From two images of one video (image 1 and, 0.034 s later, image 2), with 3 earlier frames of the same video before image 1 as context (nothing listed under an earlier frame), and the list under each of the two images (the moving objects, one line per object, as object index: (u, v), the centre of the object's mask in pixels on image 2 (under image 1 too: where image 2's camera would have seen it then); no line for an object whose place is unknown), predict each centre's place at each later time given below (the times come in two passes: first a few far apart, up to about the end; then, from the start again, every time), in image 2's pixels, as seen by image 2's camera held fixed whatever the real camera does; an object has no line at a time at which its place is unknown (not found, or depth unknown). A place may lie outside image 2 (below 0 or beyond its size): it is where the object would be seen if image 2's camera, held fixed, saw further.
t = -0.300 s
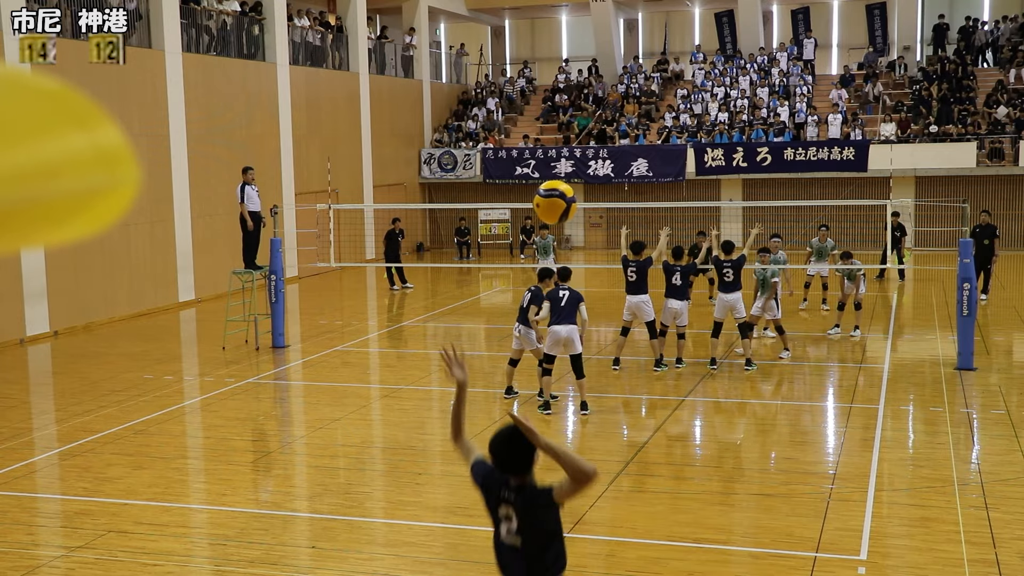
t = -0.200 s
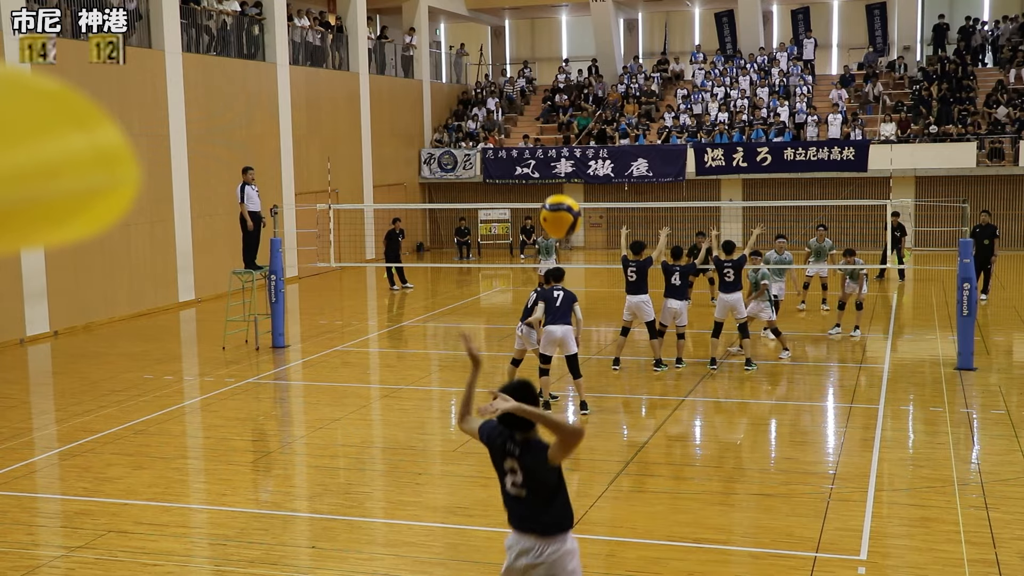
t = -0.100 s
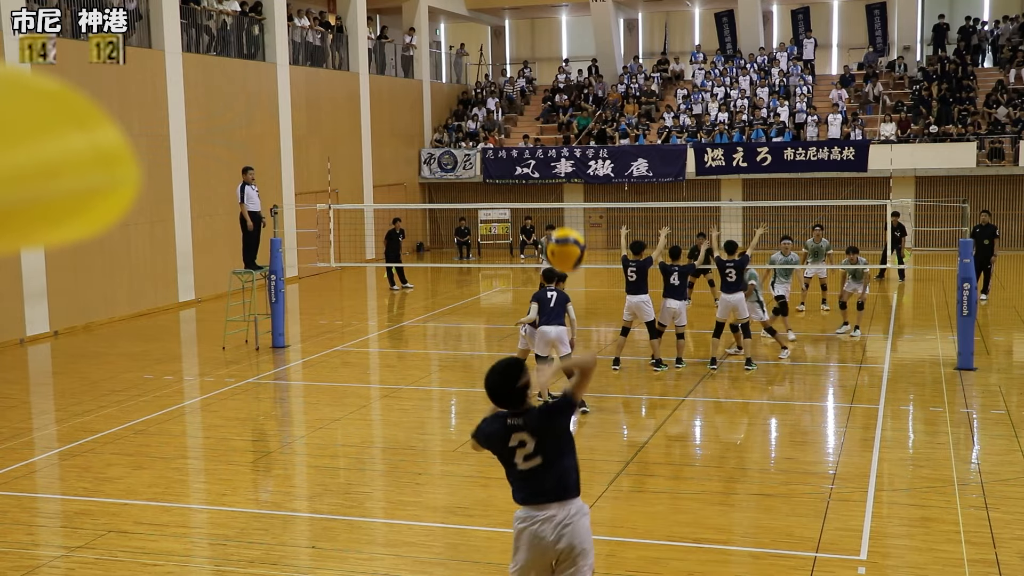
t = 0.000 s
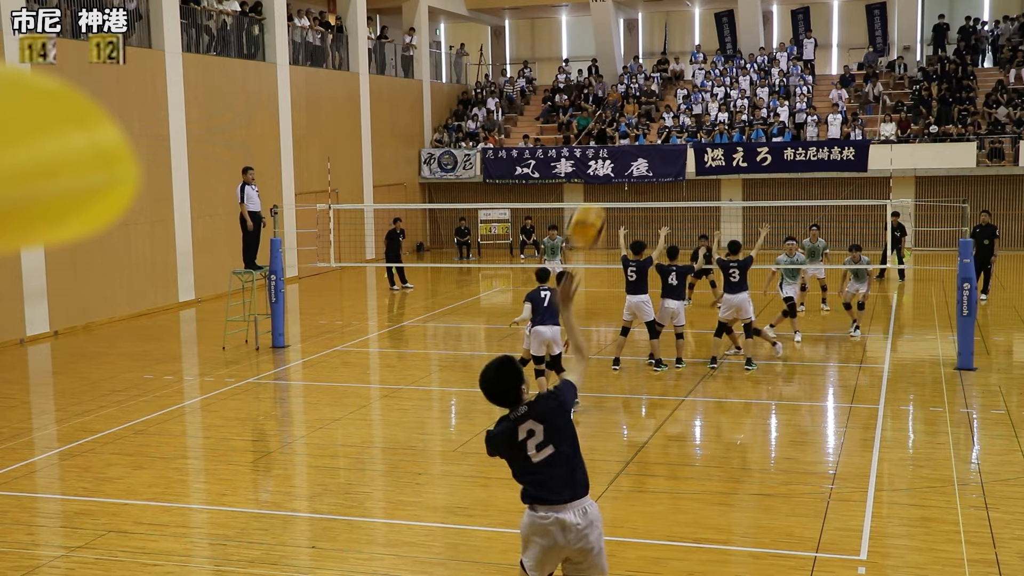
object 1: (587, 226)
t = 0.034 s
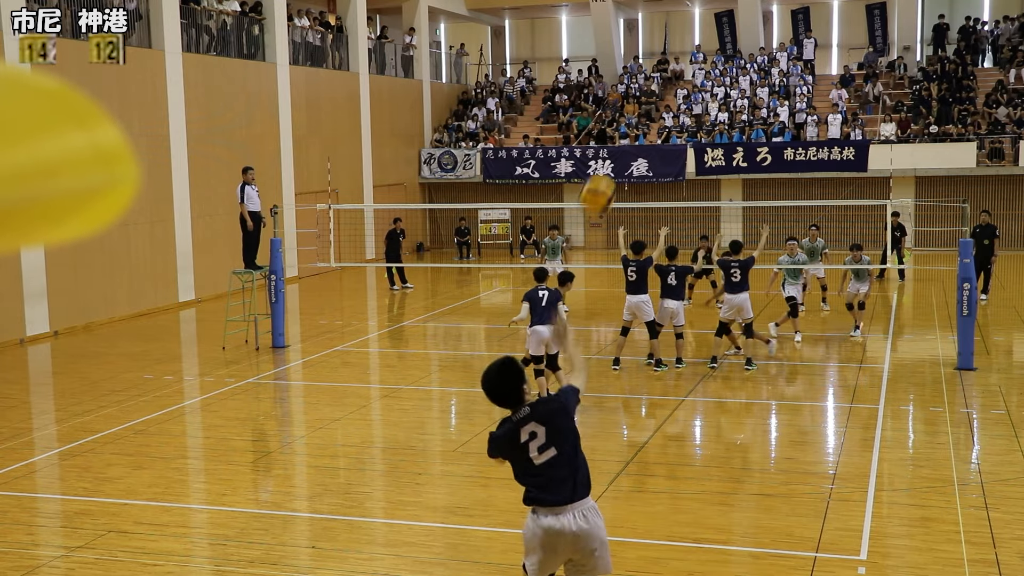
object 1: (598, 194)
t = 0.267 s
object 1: (644, 87)
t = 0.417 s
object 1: (654, 77)
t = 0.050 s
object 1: (602, 183)
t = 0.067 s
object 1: (607, 170)
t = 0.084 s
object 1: (612, 158)
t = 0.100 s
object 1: (616, 147)
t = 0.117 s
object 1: (620, 139)
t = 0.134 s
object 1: (623, 130)
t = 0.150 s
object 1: (626, 122)
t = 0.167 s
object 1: (629, 115)
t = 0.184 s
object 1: (632, 108)
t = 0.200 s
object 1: (635, 103)
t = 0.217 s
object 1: (637, 99)
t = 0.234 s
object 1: (639, 93)
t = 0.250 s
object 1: (642, 90)
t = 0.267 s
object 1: (644, 87)
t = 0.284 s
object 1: (646, 84)
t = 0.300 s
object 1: (647, 81)
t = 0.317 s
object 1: (649, 79)
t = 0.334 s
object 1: (650, 78)
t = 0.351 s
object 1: (650, 77)
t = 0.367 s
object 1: (652, 77)
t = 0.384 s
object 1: (653, 77)
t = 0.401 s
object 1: (653, 76)
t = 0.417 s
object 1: (654, 77)
